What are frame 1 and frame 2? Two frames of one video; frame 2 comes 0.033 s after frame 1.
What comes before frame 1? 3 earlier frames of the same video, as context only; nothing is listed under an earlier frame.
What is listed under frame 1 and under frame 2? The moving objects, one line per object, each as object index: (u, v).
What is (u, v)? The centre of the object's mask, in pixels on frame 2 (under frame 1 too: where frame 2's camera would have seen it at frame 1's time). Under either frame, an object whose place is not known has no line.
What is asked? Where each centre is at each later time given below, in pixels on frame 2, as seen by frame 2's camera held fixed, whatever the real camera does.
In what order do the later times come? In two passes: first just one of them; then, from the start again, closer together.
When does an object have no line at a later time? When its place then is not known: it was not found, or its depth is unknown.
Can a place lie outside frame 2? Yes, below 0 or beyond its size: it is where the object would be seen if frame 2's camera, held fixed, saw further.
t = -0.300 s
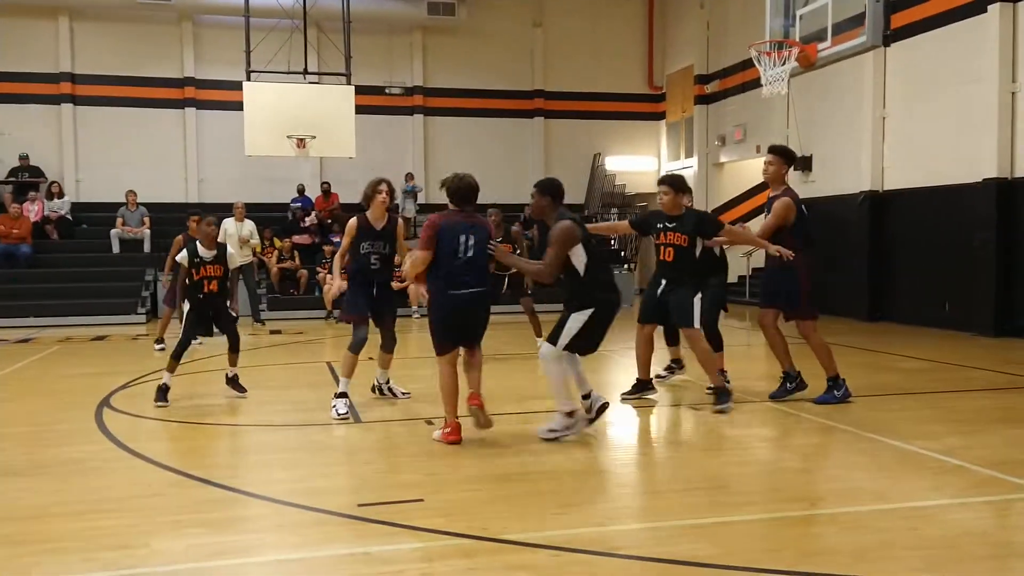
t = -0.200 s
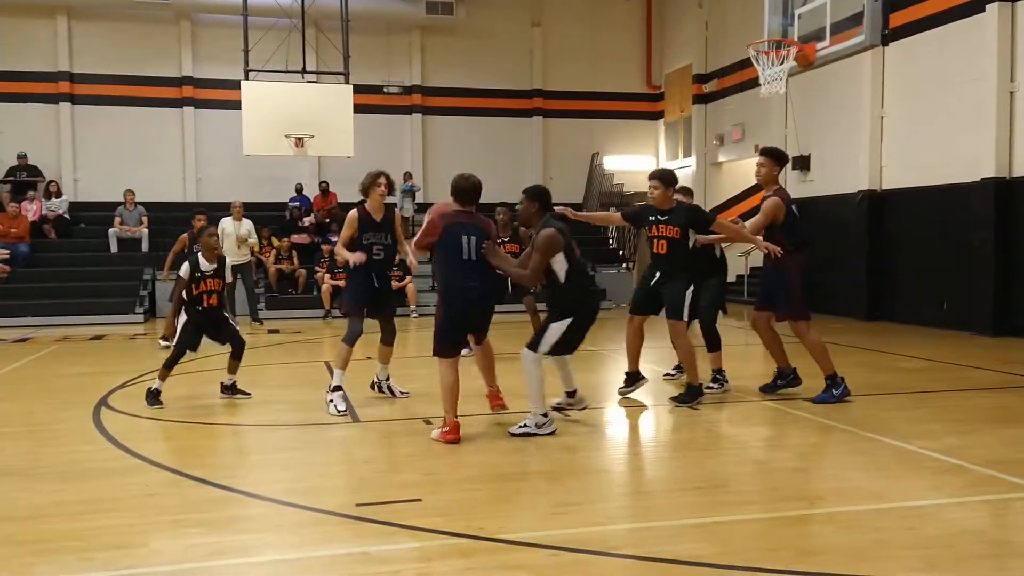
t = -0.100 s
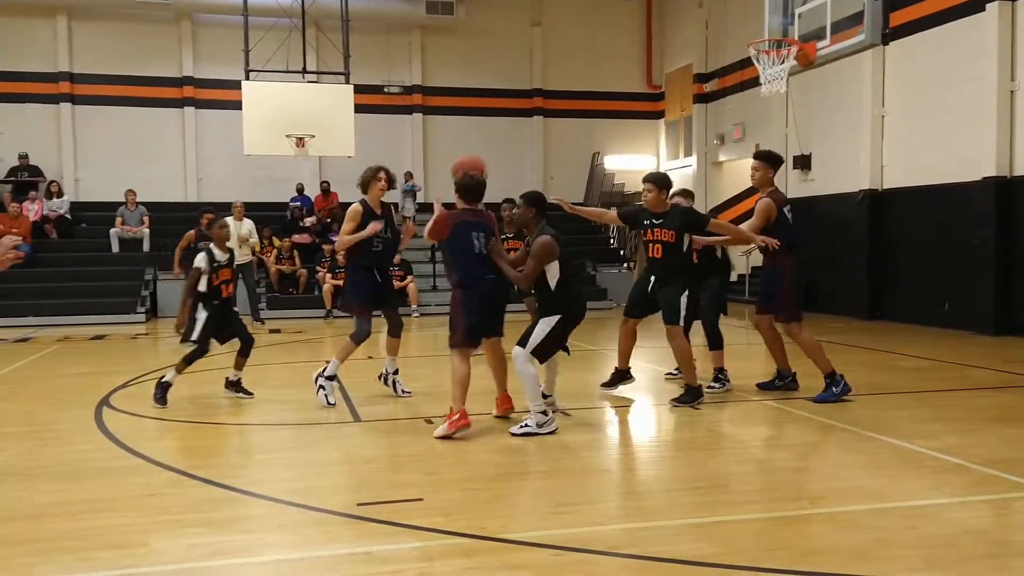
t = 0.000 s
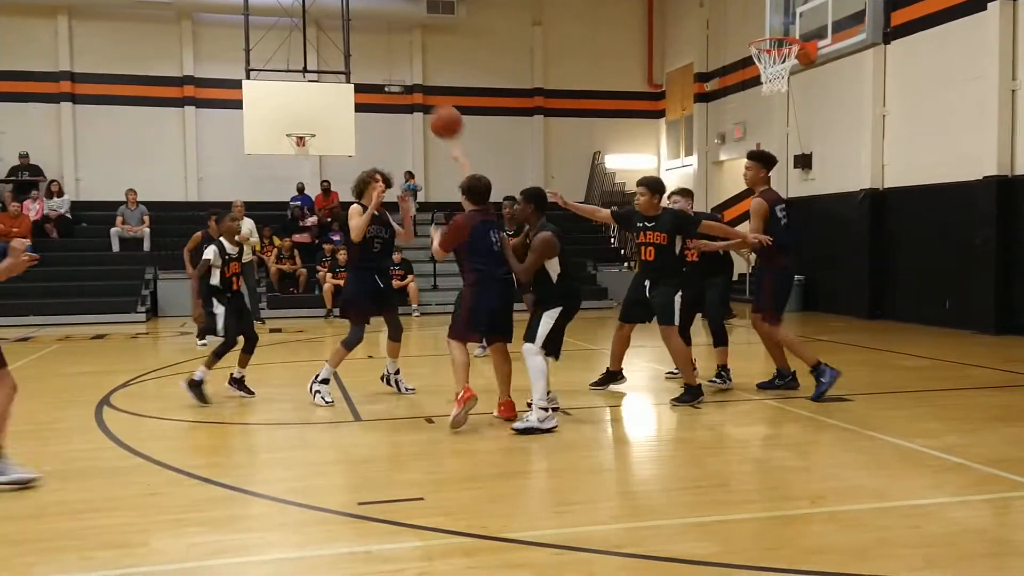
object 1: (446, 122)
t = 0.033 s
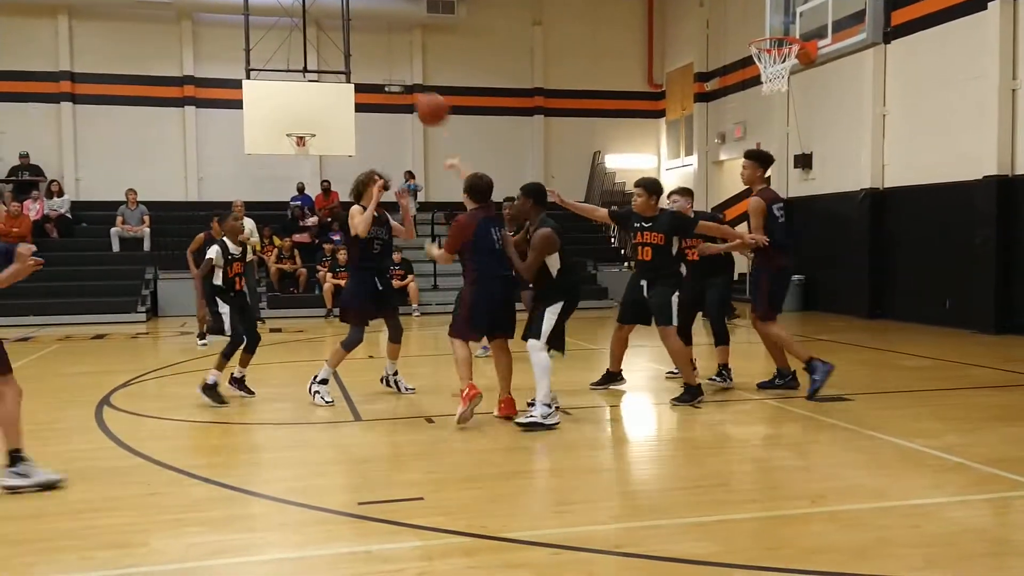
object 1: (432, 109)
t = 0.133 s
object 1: (392, 83)
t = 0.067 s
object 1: (418, 98)
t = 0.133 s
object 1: (392, 83)
